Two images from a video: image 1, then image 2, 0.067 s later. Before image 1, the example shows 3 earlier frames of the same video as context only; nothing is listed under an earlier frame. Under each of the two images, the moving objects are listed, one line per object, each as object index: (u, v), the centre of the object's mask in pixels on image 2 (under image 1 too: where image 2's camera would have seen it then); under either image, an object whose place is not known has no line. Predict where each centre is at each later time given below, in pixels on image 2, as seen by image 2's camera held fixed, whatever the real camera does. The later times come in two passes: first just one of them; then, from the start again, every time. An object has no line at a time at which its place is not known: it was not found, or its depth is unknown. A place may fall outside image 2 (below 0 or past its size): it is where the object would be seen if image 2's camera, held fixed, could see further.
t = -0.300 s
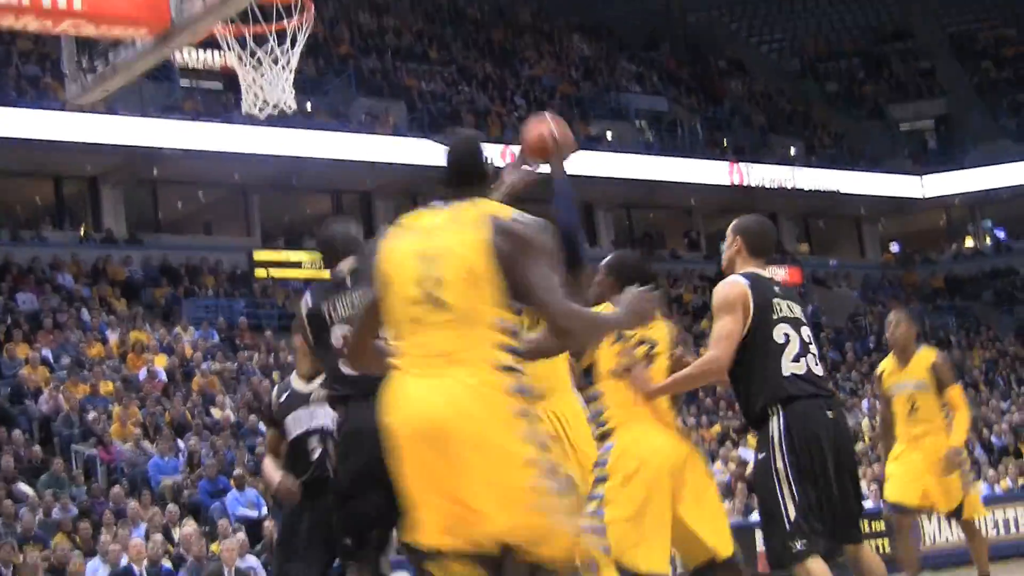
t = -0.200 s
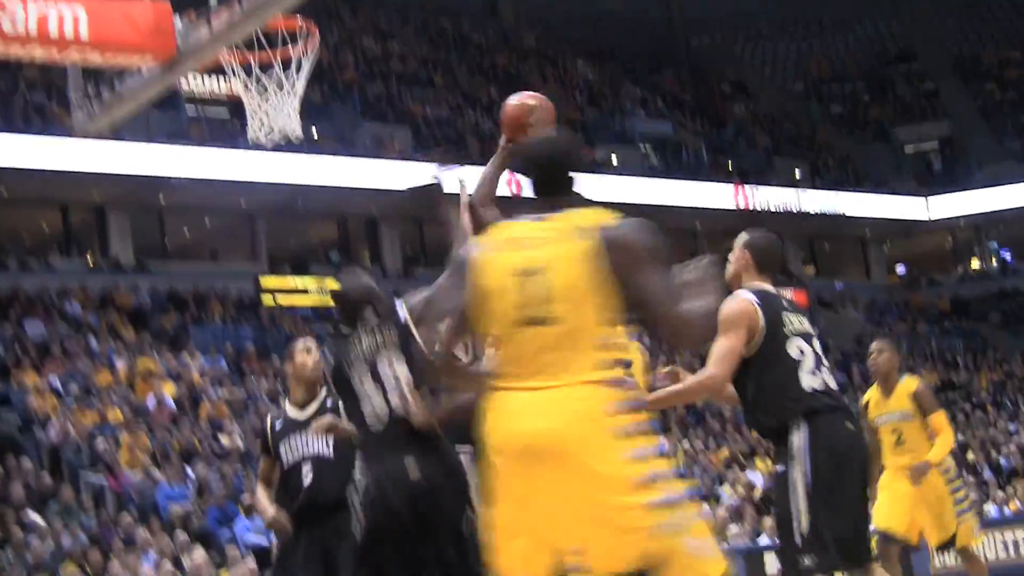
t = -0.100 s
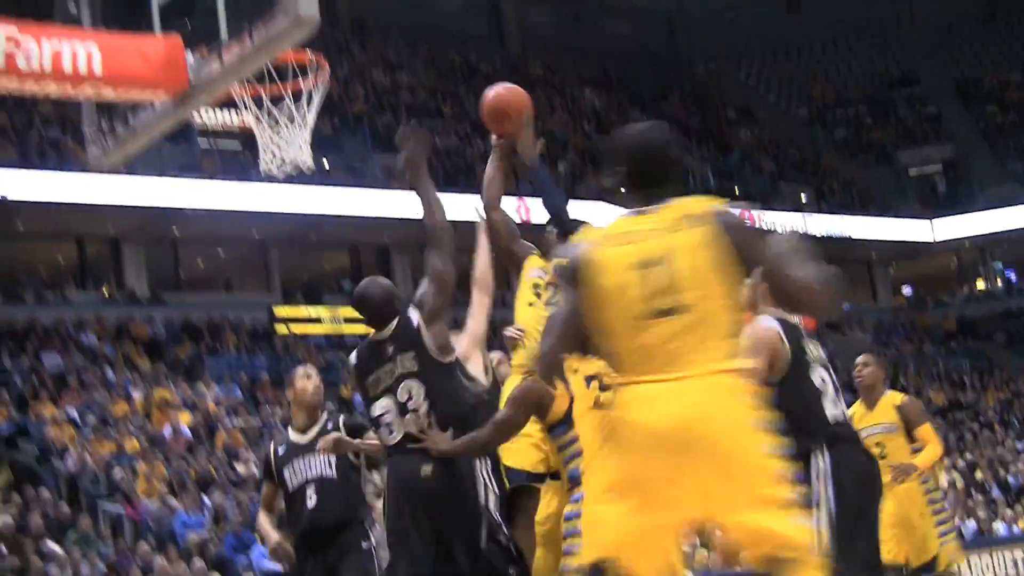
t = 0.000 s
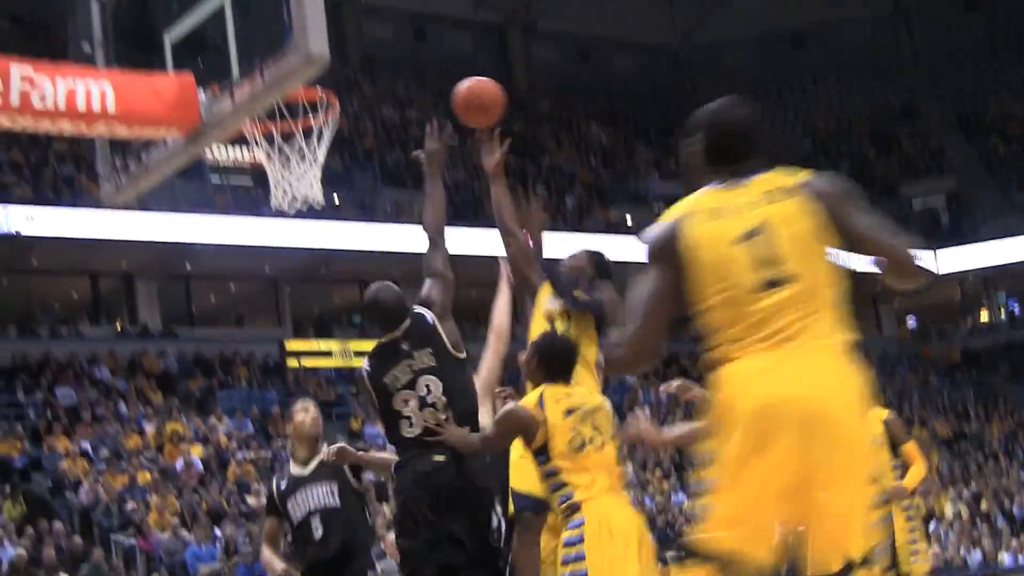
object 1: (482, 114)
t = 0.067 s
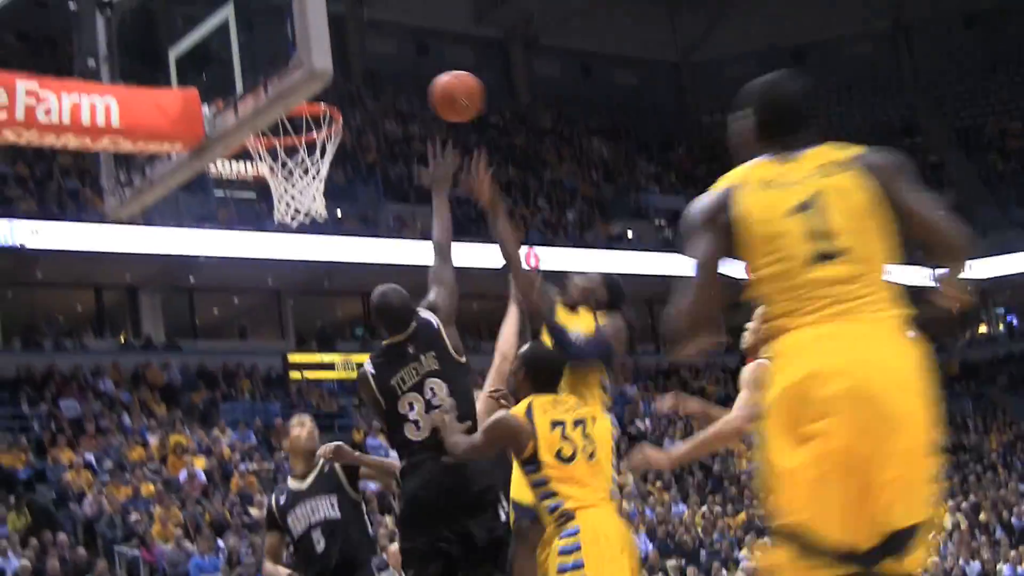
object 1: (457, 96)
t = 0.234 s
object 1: (398, 90)
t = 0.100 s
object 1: (443, 91)
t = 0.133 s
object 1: (431, 88)
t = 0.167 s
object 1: (417, 88)
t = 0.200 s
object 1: (407, 88)
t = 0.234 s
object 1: (398, 90)
